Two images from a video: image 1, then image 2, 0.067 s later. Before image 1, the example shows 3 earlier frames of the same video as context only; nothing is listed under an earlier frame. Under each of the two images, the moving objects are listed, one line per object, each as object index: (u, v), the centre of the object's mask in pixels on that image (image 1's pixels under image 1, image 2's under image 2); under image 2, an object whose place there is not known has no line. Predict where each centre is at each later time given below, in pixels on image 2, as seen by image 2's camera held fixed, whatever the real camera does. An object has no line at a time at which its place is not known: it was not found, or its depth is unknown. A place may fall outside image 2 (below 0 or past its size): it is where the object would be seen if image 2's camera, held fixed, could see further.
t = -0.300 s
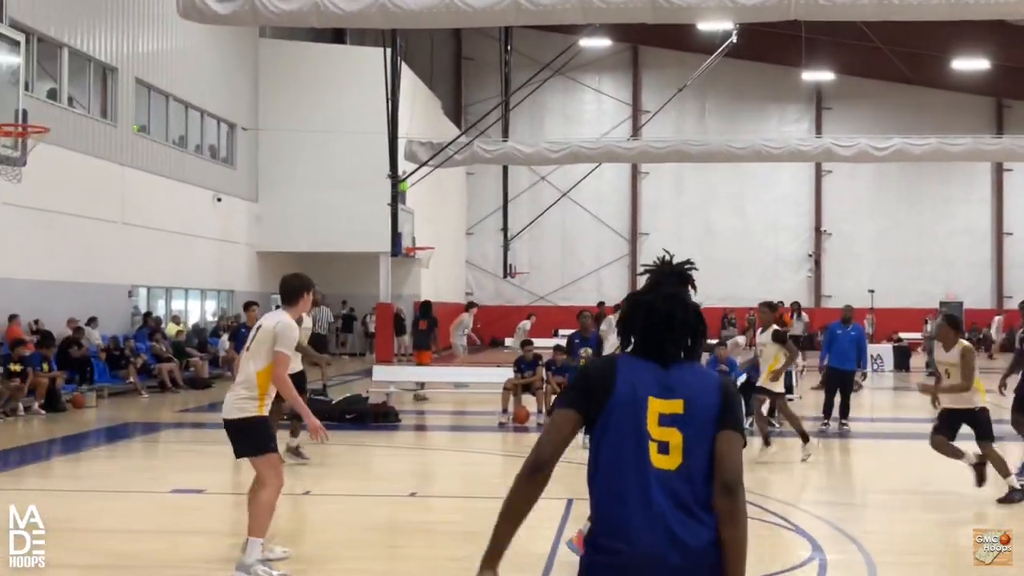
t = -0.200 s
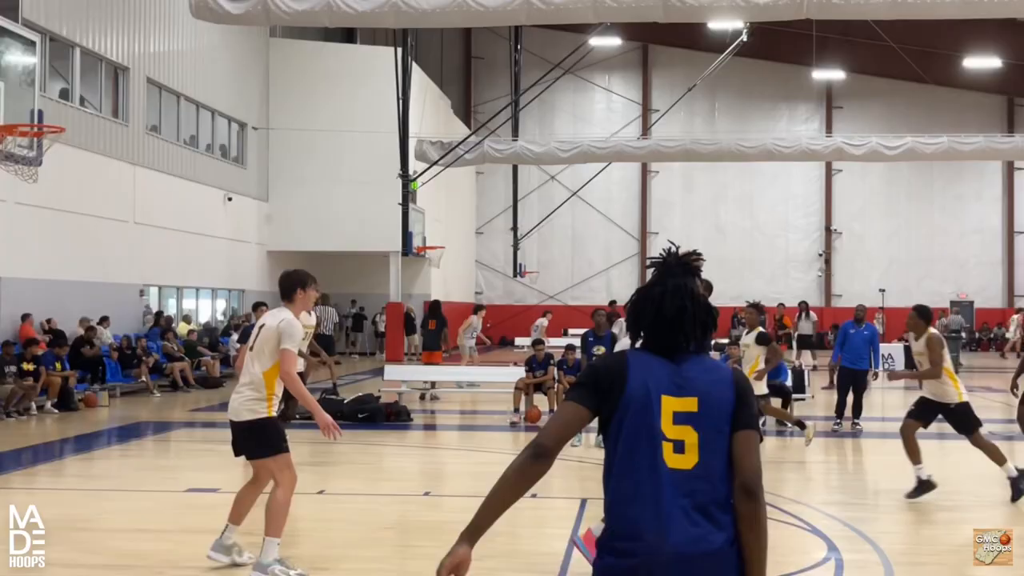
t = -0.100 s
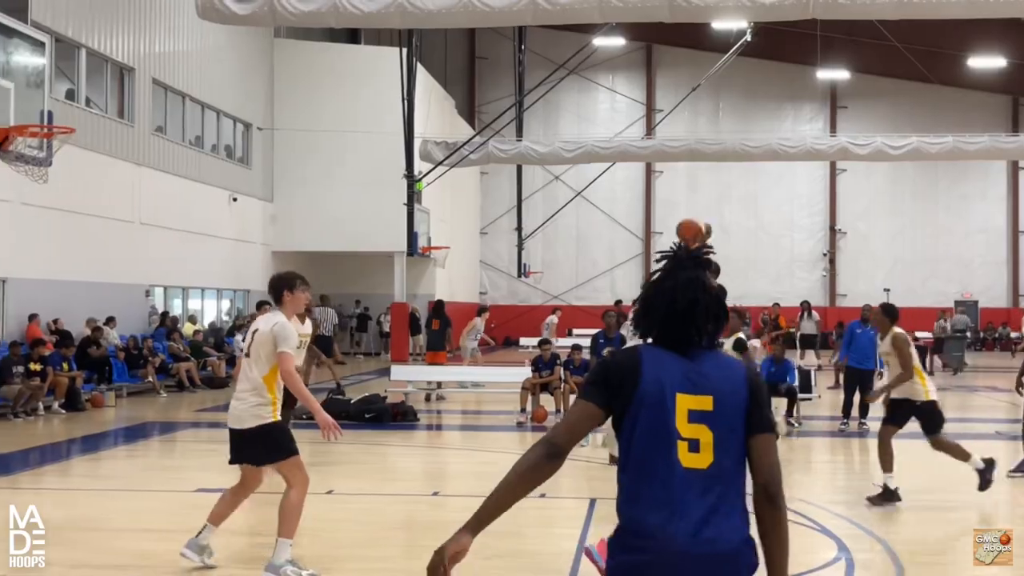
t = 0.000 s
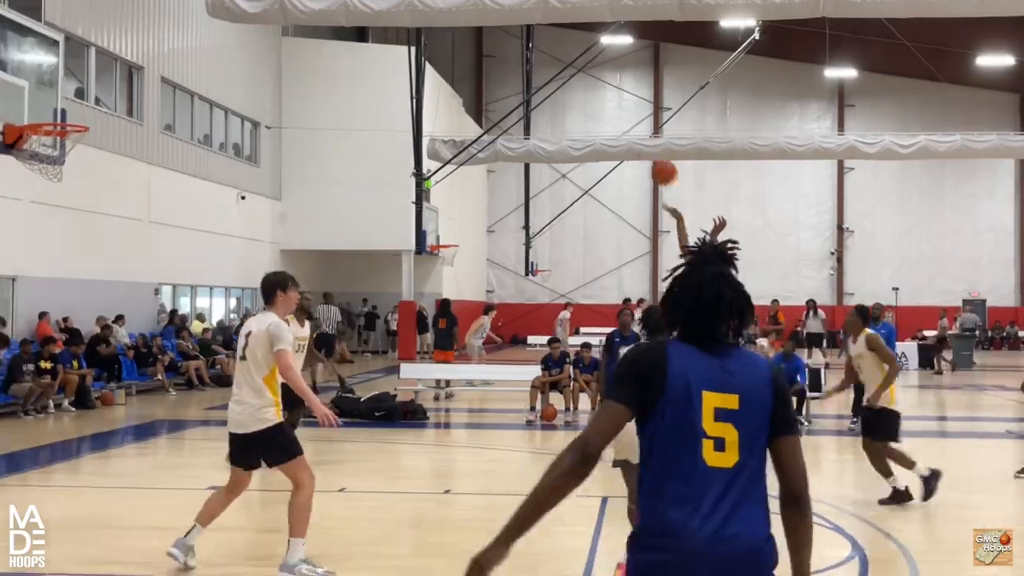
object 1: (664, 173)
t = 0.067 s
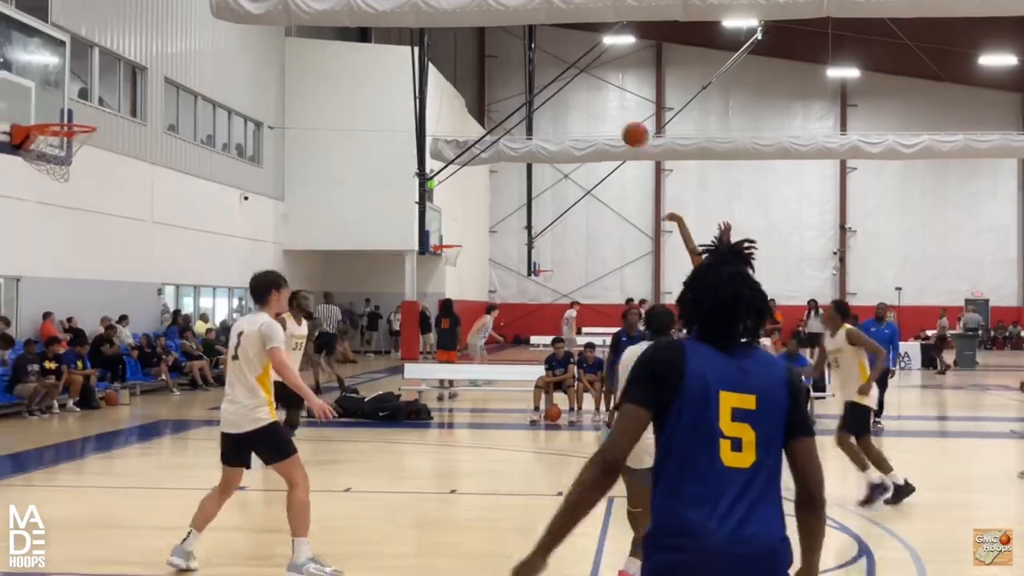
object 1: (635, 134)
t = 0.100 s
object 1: (619, 117)
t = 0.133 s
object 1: (603, 101)
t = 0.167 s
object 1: (587, 87)
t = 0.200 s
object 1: (570, 72)
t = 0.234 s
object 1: (557, 59)
